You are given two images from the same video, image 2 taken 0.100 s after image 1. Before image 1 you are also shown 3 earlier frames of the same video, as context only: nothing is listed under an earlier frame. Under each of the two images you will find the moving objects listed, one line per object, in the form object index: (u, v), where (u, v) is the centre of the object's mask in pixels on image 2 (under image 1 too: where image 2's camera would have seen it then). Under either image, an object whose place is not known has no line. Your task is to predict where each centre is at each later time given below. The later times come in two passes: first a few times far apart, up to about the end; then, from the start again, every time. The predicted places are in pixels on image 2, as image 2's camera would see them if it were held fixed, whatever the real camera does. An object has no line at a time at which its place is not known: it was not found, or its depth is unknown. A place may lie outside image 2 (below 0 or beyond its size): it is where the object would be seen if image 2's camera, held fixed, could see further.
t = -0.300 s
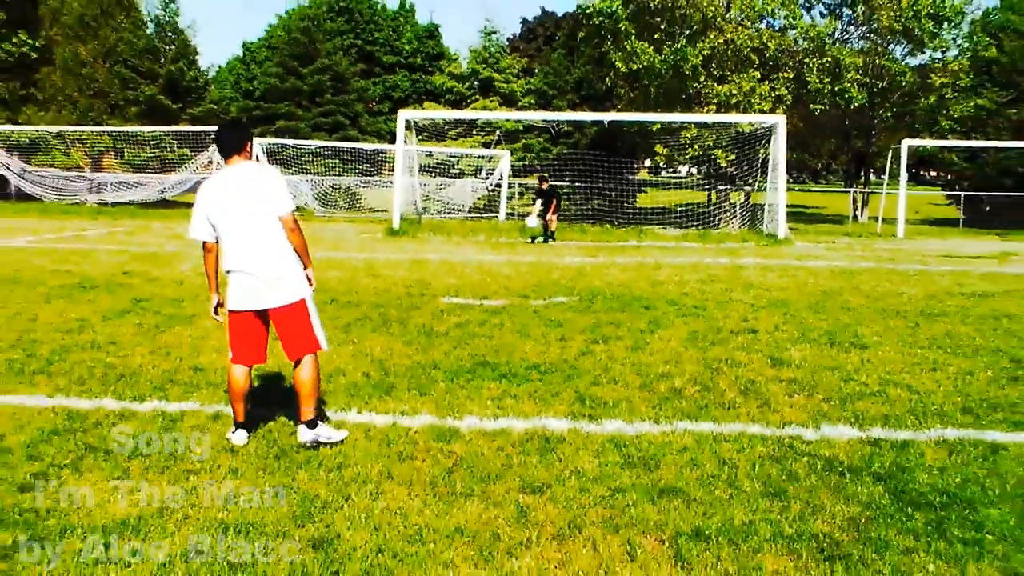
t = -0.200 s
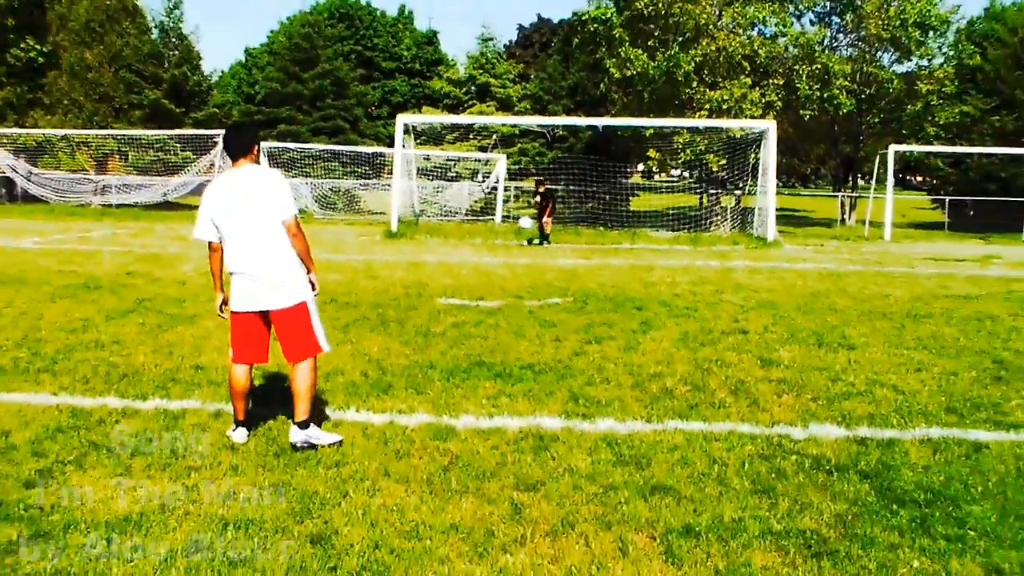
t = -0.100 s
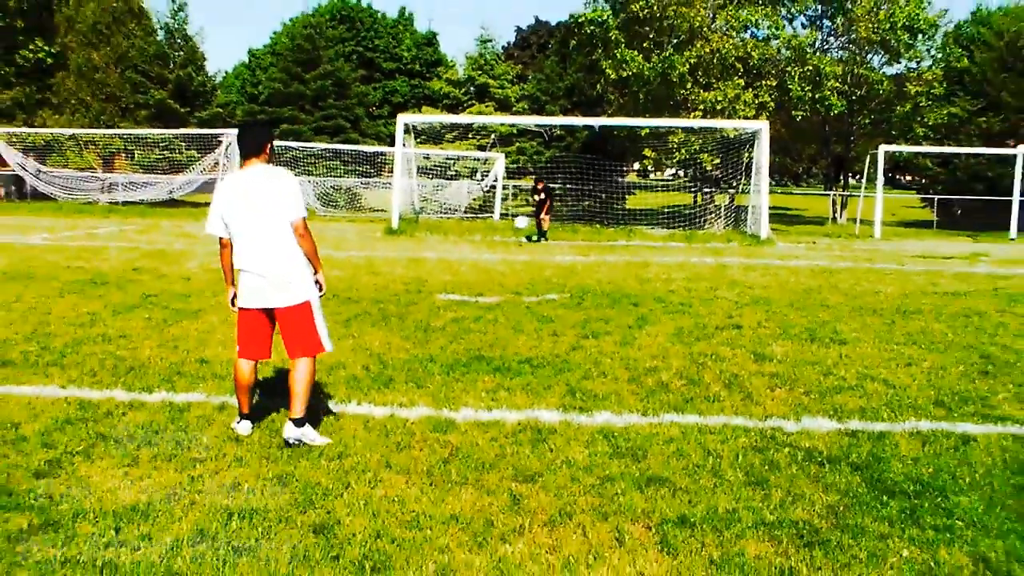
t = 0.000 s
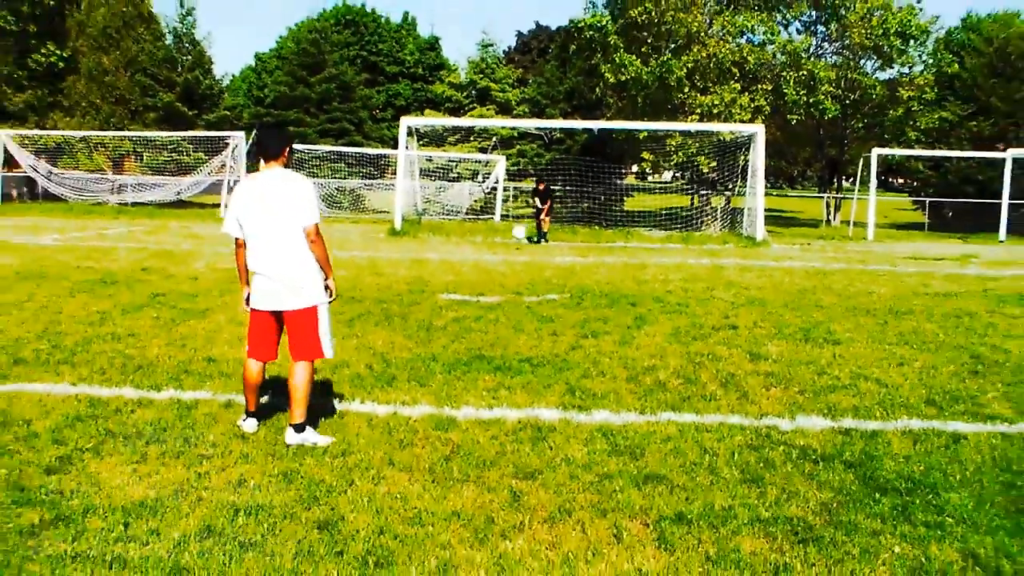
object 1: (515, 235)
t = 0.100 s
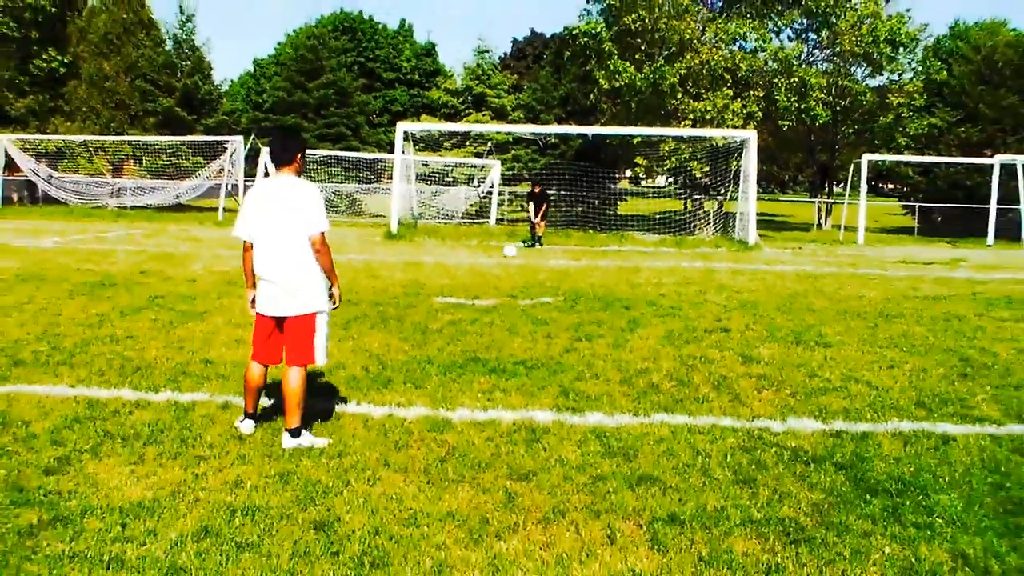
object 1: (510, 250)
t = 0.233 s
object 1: (504, 245)
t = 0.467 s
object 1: (494, 250)
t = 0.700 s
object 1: (482, 255)
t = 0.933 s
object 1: (468, 265)
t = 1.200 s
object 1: (449, 273)
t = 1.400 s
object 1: (433, 279)
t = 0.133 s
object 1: (508, 253)
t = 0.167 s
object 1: (507, 251)
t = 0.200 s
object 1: (506, 248)
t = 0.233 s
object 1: (504, 245)
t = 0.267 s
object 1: (504, 244)
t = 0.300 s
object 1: (502, 244)
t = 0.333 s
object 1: (500, 244)
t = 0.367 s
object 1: (499, 244)
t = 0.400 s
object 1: (498, 246)
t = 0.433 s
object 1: (496, 249)
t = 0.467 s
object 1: (494, 250)
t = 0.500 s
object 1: (492, 254)
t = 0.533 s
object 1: (491, 259)
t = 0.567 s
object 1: (489, 259)
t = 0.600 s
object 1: (488, 257)
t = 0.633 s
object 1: (486, 256)
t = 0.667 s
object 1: (484, 255)
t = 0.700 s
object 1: (482, 255)
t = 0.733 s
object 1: (480, 255)
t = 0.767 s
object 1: (479, 257)
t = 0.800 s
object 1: (477, 258)
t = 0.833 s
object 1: (475, 261)
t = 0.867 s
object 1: (473, 264)
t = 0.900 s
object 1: (470, 266)
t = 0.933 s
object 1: (468, 265)
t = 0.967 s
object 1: (466, 265)
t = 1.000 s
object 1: (464, 265)
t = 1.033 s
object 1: (462, 265)
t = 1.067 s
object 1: (459, 266)
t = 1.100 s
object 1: (456, 268)
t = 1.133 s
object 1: (454, 271)
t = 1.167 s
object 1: (451, 273)
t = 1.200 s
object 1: (449, 273)
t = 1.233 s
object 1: (446, 273)
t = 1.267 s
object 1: (443, 273)
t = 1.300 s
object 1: (441, 273)
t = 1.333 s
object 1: (438, 275)
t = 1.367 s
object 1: (436, 276)
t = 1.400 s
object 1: (433, 279)
